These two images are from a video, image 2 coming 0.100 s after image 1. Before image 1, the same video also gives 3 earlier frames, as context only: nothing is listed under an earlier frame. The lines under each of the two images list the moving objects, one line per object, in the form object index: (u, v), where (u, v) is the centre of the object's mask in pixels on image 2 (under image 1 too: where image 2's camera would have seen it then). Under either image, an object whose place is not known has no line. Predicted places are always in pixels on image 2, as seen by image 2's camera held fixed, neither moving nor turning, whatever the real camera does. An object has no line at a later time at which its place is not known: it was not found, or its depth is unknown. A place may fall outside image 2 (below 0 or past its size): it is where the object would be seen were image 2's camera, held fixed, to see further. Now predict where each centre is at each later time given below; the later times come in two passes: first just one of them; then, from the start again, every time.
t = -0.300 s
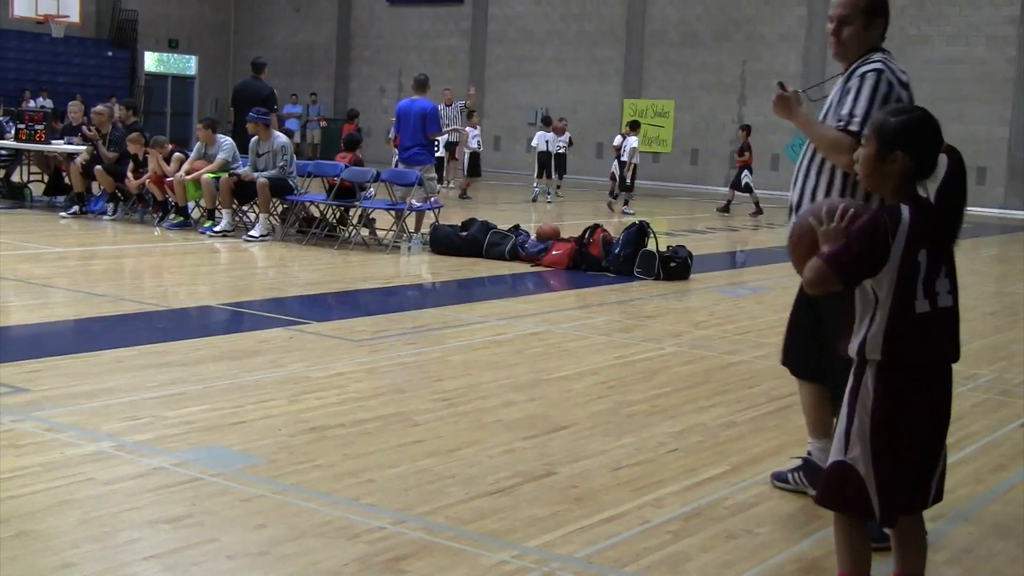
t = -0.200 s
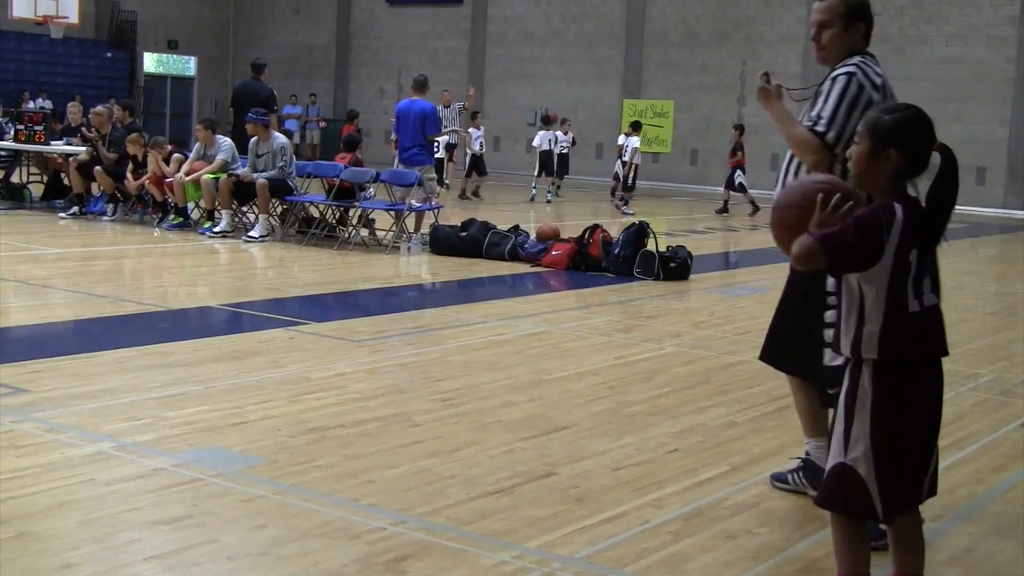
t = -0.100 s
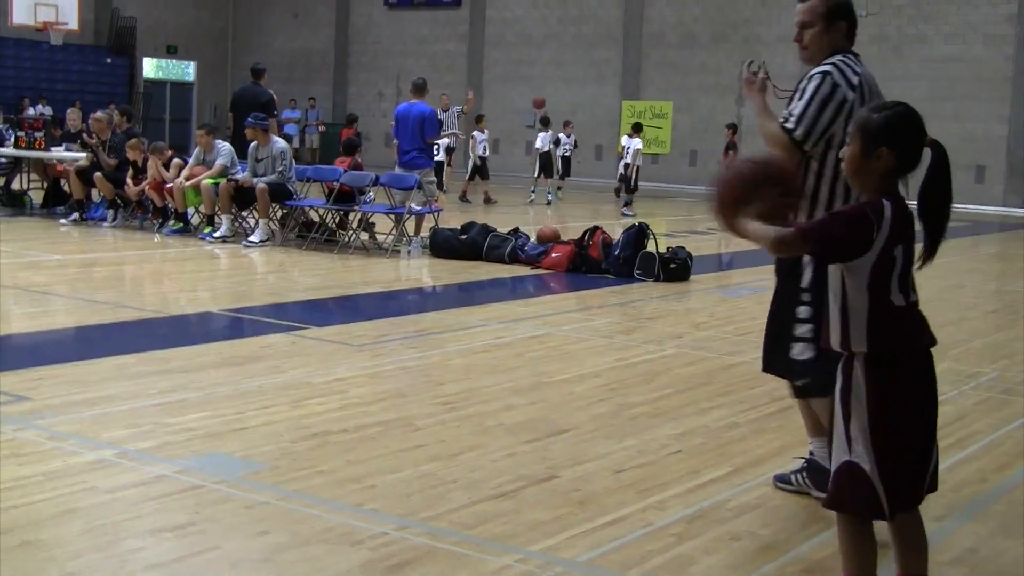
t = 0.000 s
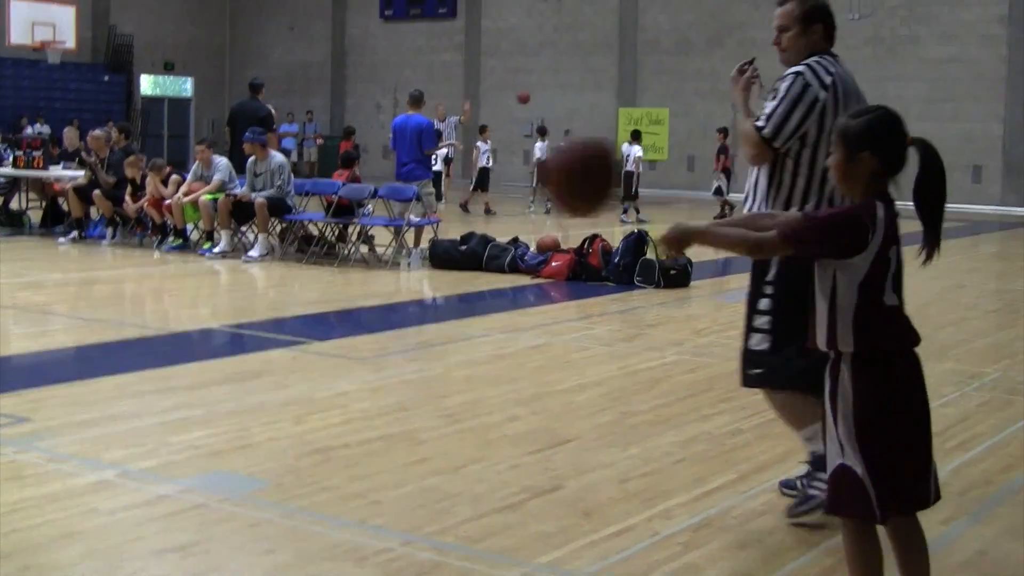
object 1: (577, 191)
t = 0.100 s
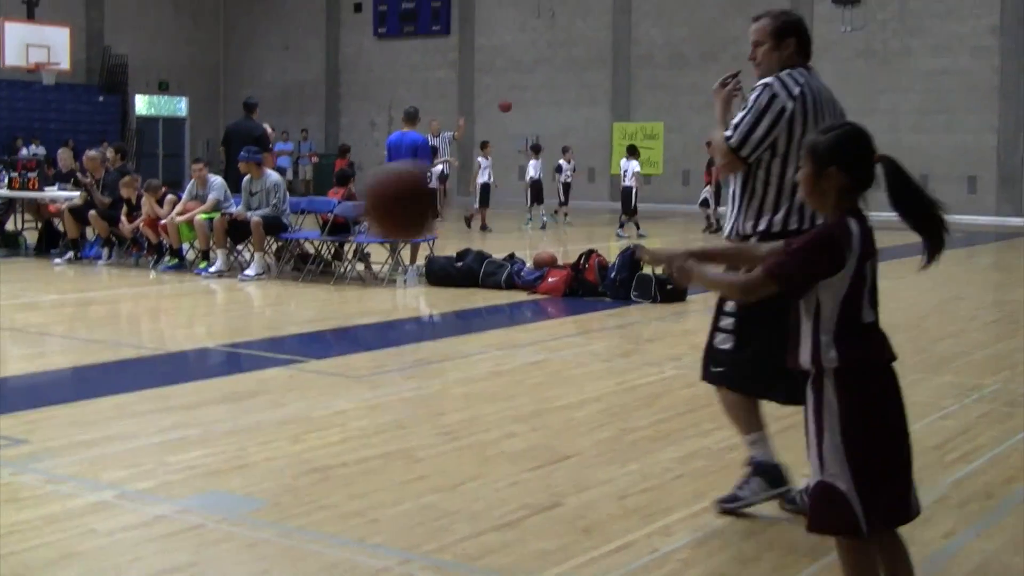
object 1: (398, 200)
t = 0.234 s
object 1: (191, 267)
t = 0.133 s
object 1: (345, 211)
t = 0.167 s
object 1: (293, 228)
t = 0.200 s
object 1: (244, 244)
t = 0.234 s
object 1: (191, 267)
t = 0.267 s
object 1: (144, 288)
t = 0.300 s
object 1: (100, 314)
